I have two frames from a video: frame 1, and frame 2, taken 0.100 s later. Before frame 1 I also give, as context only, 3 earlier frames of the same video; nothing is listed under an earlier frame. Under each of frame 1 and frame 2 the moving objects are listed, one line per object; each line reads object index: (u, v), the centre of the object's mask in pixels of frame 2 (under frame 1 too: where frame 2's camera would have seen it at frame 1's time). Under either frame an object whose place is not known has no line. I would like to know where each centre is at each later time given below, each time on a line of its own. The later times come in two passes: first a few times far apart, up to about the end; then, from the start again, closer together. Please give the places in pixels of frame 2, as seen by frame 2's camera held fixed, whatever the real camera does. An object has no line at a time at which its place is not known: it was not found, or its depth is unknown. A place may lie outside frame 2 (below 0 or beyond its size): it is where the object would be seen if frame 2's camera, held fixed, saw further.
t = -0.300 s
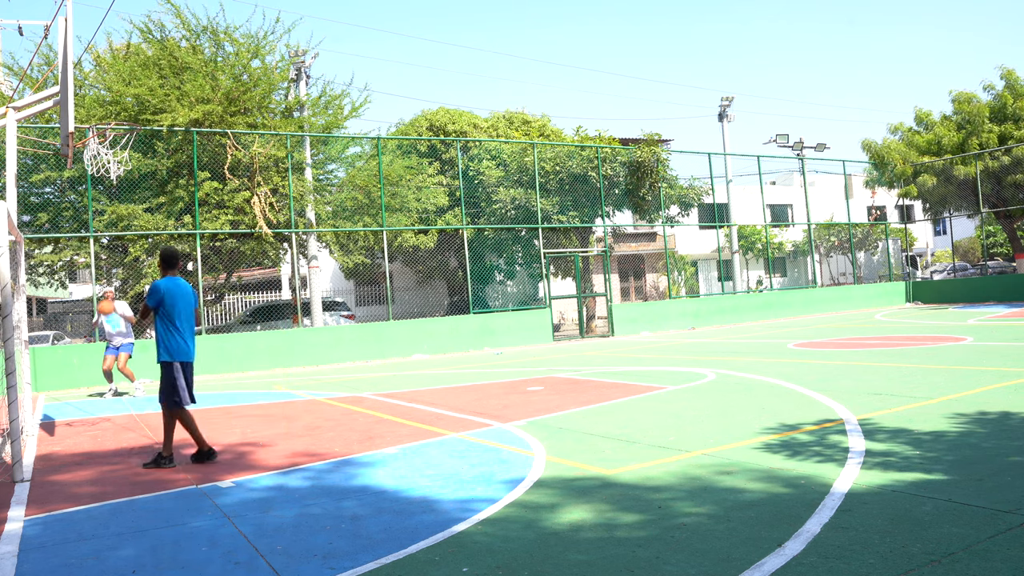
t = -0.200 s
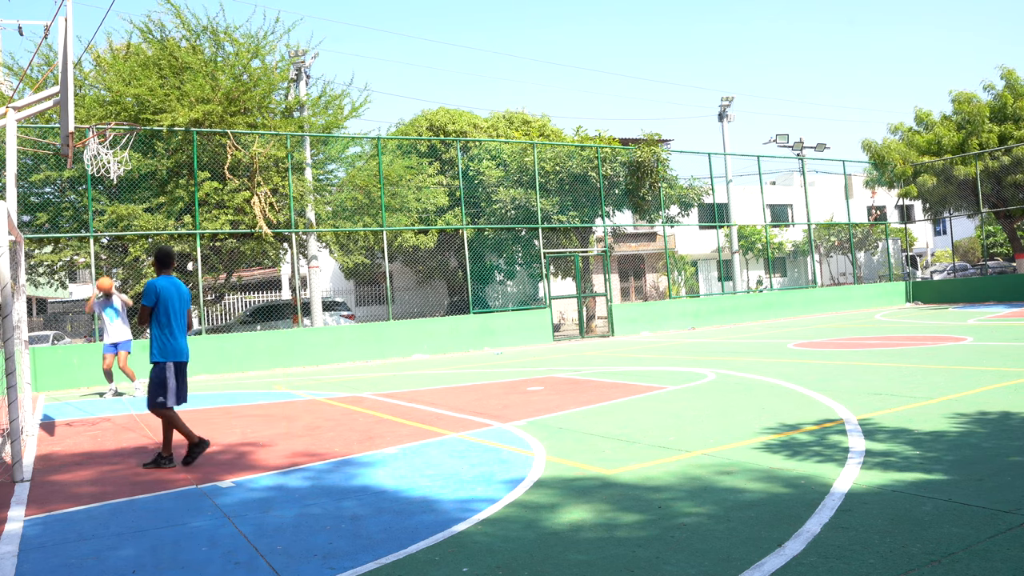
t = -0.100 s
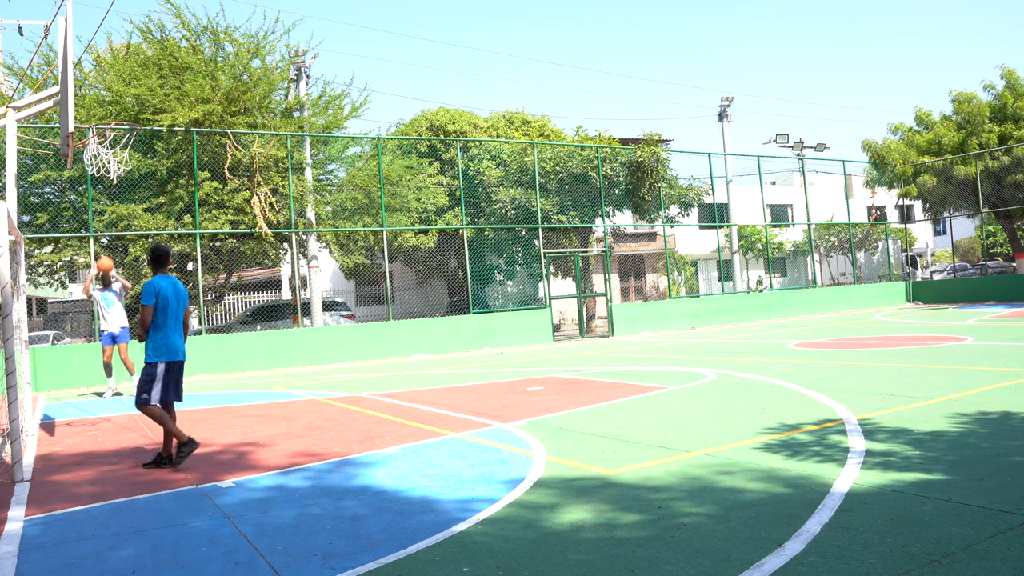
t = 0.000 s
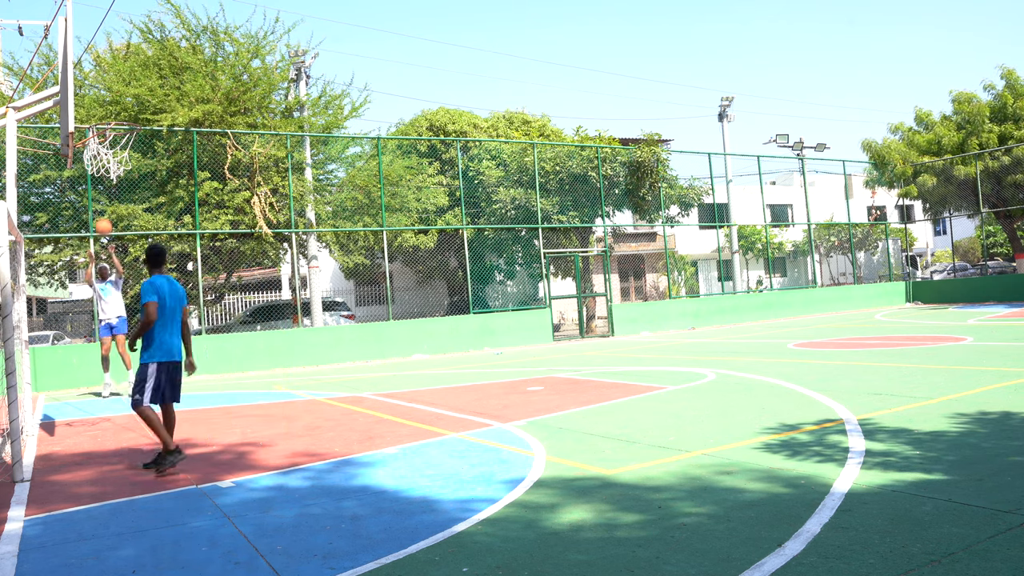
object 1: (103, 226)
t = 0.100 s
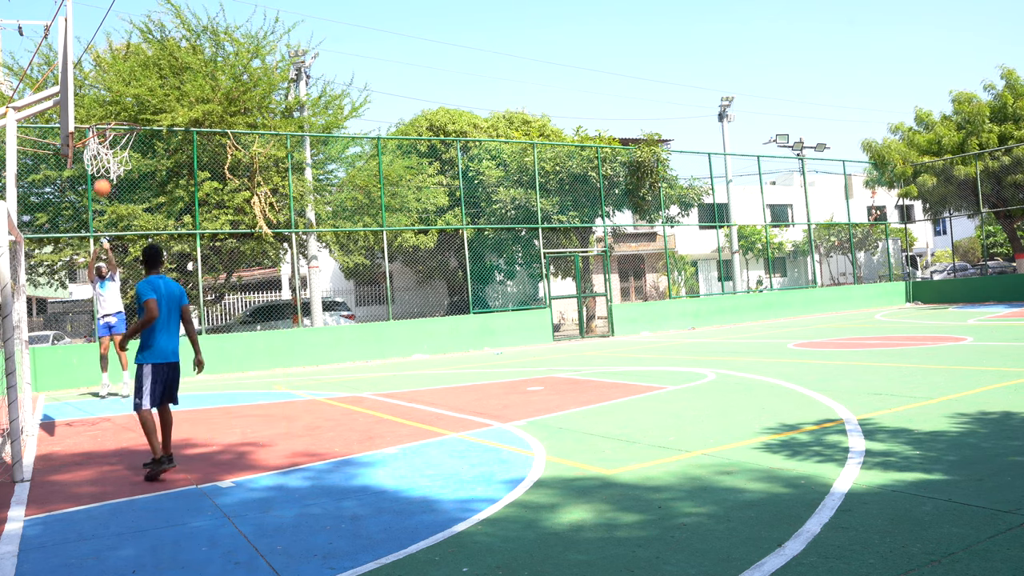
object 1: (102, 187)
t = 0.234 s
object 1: (101, 139)
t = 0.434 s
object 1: (99, 87)
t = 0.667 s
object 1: (100, 55)
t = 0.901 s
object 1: (103, 62)
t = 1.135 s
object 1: (109, 126)
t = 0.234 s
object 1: (101, 139)
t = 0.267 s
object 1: (101, 130)
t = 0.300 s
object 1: (100, 120)
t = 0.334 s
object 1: (99, 111)
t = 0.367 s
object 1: (99, 103)
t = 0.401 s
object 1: (99, 94)
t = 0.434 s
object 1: (99, 87)
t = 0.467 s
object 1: (99, 80)
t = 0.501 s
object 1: (99, 74)
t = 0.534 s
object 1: (99, 69)
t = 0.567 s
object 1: (99, 64)
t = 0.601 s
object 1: (99, 60)
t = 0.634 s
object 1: (99, 58)
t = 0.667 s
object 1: (100, 55)
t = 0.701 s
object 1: (100, 54)
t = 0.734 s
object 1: (100, 53)
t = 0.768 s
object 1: (101, 53)
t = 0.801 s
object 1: (101, 53)
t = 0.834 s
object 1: (102, 55)
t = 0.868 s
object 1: (102, 59)
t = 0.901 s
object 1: (103, 62)
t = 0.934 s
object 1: (104, 67)
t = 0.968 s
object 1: (104, 74)
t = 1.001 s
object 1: (105, 82)
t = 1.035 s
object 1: (106, 90)
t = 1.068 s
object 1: (107, 101)
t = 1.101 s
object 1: (107, 112)
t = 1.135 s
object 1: (109, 126)
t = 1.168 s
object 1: (119, 139)
